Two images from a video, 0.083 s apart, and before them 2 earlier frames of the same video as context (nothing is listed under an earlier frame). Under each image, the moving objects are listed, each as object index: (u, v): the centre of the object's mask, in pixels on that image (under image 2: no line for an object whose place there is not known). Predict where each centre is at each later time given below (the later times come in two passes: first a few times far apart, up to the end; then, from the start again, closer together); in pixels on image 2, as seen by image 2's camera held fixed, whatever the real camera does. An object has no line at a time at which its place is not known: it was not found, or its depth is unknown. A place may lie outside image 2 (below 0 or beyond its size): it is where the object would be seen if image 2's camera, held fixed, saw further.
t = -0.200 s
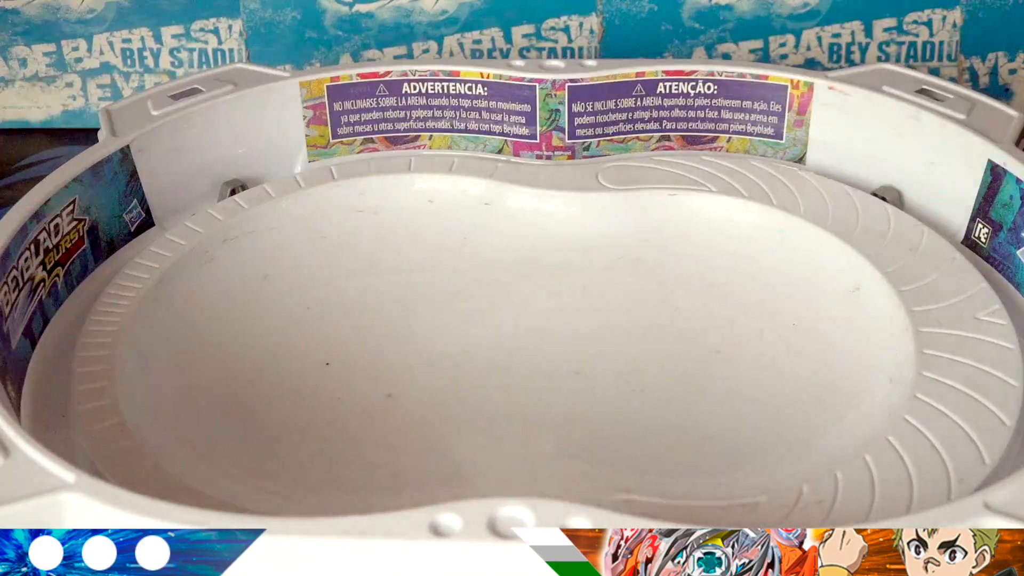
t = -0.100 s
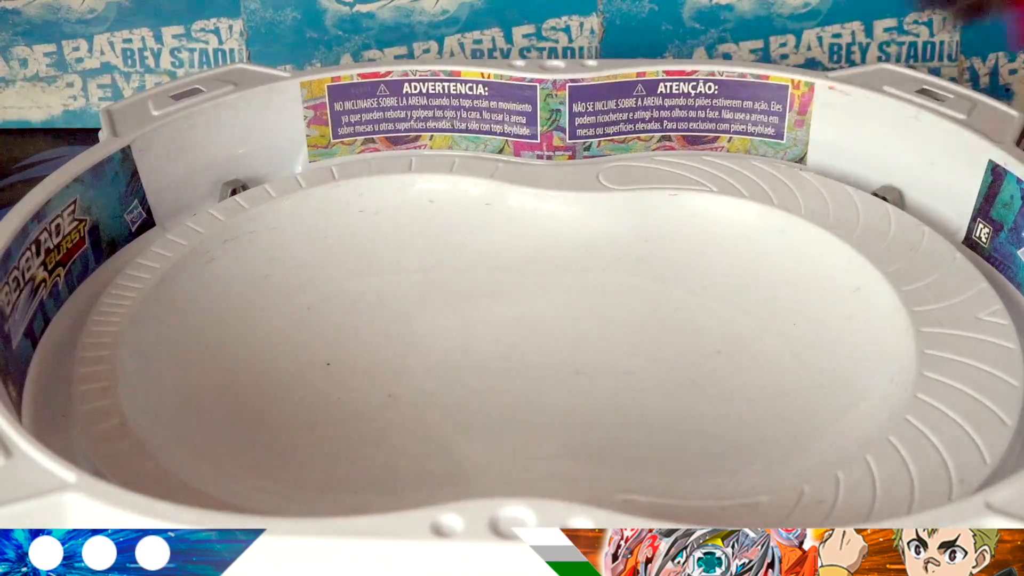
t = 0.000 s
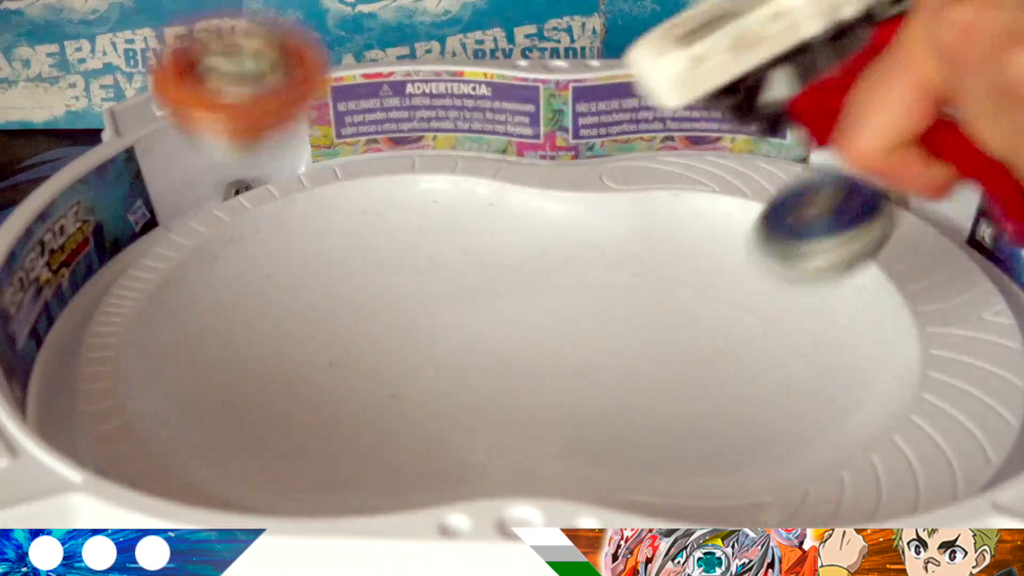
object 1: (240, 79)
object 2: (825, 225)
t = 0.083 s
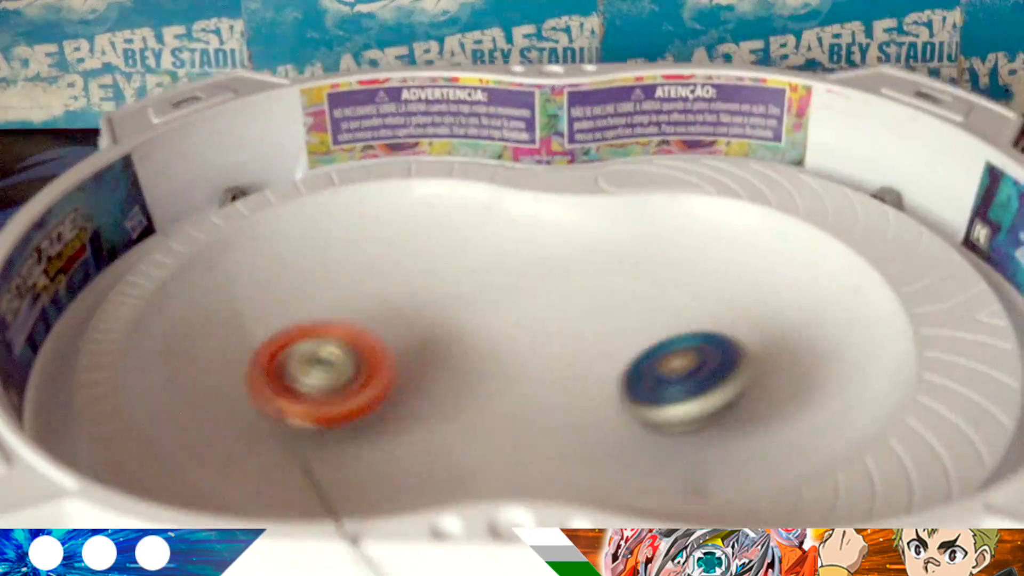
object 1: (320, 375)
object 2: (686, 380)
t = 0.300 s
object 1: (499, 260)
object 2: (606, 432)
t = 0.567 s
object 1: (445, 257)
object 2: (848, 352)
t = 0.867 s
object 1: (251, 400)
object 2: (205, 283)
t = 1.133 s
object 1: (591, 381)
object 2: (272, 476)
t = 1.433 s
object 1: (713, 224)
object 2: (830, 396)
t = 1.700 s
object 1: (383, 395)
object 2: (389, 257)
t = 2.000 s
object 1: (342, 397)
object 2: (333, 477)
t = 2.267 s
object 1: (587, 227)
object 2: (592, 321)
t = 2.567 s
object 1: (741, 306)
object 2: (138, 270)
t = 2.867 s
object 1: (792, 323)
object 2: (726, 379)
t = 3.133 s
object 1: (574, 163)
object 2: (716, 354)
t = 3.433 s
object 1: (195, 357)
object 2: (515, 241)
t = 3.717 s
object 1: (566, 406)
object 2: (171, 407)
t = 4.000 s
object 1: (815, 160)
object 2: (698, 336)
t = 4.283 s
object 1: (655, 143)
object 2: (391, 220)
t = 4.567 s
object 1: (387, 325)
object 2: (379, 446)
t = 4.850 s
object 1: (291, 432)
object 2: (821, 270)
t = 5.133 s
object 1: (500, 335)
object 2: (384, 279)
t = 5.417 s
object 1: (391, 262)
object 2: (367, 460)
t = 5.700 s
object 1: (253, 335)
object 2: (785, 317)
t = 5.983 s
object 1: (460, 375)
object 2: (433, 258)
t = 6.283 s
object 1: (464, 255)
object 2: (295, 436)
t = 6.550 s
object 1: (300, 289)
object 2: (677, 330)
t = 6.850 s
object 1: (444, 346)
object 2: (481, 254)
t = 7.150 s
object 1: (516, 280)
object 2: (298, 379)
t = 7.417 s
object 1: (449, 265)
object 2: (610, 415)
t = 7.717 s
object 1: (353, 312)
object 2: (763, 282)
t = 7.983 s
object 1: (382, 374)
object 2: (513, 302)
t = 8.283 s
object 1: (338, 457)
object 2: (359, 290)
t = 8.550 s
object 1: (483, 371)
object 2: (352, 354)
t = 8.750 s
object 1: (619, 329)
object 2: (419, 308)
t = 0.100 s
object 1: (335, 360)
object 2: (665, 386)
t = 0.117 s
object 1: (352, 350)
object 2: (646, 396)
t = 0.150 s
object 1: (387, 347)
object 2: (618, 412)
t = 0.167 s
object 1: (403, 337)
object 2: (608, 417)
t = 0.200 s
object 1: (433, 316)
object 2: (591, 435)
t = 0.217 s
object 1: (447, 308)
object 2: (591, 436)
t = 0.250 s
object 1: (472, 287)
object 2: (591, 434)
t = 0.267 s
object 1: (483, 277)
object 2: (593, 436)
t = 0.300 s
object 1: (499, 260)
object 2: (606, 432)
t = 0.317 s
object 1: (506, 253)
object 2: (615, 431)
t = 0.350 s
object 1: (514, 242)
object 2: (642, 428)
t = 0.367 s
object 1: (517, 237)
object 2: (657, 428)
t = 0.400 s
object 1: (518, 232)
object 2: (693, 426)
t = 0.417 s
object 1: (517, 230)
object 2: (711, 425)
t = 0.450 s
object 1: (510, 231)
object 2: (752, 422)
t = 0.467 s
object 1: (505, 232)
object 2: (773, 419)
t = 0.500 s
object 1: (491, 237)
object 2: (813, 405)
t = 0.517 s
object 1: (482, 241)
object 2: (831, 394)
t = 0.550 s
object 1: (459, 251)
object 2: (848, 367)
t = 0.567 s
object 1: (445, 257)
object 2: (848, 352)
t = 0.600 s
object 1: (414, 269)
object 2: (829, 323)
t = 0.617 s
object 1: (397, 276)
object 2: (808, 309)
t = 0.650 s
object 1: (364, 287)
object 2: (749, 285)
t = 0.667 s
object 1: (348, 292)
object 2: (715, 275)
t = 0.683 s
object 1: (334, 297)
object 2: (681, 266)
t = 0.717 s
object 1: (309, 308)
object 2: (602, 255)
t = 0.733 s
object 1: (299, 314)
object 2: (563, 255)
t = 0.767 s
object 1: (283, 327)
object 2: (475, 262)
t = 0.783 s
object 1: (279, 335)
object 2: (430, 271)
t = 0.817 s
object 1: (274, 351)
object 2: (331, 279)
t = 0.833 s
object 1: (264, 367)
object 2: (280, 281)
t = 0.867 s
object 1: (251, 400)
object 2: (205, 283)
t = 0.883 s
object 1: (250, 411)
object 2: (182, 279)
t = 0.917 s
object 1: (256, 435)
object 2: (132, 290)
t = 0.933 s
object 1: (268, 443)
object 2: (110, 305)
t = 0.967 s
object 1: (308, 453)
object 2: (69, 345)
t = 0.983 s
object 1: (333, 458)
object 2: (78, 360)
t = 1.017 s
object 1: (389, 451)
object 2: (98, 397)
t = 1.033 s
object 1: (419, 441)
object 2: (107, 416)
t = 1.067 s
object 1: (473, 423)
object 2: (149, 444)
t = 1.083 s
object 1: (503, 414)
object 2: (175, 457)
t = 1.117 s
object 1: (562, 395)
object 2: (239, 471)
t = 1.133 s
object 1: (591, 381)
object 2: (272, 476)
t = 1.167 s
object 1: (645, 353)
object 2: (343, 476)
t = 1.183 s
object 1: (673, 338)
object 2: (379, 473)
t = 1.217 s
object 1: (726, 306)
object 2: (450, 463)
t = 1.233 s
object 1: (748, 288)
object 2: (487, 457)
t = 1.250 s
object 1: (768, 268)
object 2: (521, 453)
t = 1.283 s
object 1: (789, 229)
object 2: (586, 445)
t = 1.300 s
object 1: (787, 215)
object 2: (613, 440)
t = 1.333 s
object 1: (782, 201)
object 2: (671, 436)
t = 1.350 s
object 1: (779, 201)
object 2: (699, 440)
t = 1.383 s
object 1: (758, 208)
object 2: (757, 444)
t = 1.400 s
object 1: (743, 210)
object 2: (786, 429)
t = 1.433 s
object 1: (713, 224)
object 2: (830, 396)
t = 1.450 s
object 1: (697, 232)
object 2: (845, 378)
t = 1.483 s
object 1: (659, 248)
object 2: (853, 338)
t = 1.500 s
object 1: (640, 259)
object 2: (846, 321)
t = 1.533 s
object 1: (600, 283)
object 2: (806, 293)
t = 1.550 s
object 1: (581, 296)
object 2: (776, 278)
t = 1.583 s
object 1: (539, 321)
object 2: (695, 244)
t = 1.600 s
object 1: (517, 334)
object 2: (648, 228)
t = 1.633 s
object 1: (474, 356)
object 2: (565, 217)
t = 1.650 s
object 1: (451, 368)
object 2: (522, 219)
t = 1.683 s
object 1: (404, 387)
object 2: (436, 238)
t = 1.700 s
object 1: (383, 395)
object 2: (389, 257)
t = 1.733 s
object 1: (338, 409)
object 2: (304, 286)
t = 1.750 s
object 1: (318, 407)
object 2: (263, 292)
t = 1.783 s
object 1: (282, 415)
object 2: (185, 307)
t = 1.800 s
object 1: (267, 415)
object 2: (172, 314)
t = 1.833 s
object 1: (248, 414)
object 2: (143, 345)
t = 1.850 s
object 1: (247, 413)
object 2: (128, 361)
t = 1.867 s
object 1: (251, 416)
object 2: (138, 376)
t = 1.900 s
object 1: (281, 410)
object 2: (178, 418)
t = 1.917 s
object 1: (292, 403)
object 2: (202, 439)
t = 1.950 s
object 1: (300, 401)
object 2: (246, 471)
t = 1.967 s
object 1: (311, 403)
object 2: (270, 479)
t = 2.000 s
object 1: (342, 397)
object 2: (333, 477)
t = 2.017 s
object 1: (360, 392)
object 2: (360, 471)
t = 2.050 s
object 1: (397, 380)
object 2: (407, 461)
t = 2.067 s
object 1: (415, 372)
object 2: (427, 453)
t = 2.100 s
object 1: (453, 356)
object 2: (464, 440)
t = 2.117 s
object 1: (470, 352)
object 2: (481, 442)
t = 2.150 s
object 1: (504, 335)
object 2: (514, 431)
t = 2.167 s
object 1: (519, 326)
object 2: (531, 415)
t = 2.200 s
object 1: (546, 298)
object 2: (562, 387)
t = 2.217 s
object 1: (558, 281)
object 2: (574, 373)
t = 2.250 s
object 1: (579, 244)
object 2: (589, 339)
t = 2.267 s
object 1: (587, 227)
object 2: (592, 321)
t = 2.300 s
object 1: (604, 197)
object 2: (577, 296)
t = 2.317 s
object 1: (617, 182)
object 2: (556, 286)
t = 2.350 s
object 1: (643, 167)
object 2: (511, 273)
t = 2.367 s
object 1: (654, 167)
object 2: (486, 267)
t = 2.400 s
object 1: (677, 182)
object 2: (430, 258)
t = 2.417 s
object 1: (687, 191)
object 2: (399, 251)
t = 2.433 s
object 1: (698, 196)
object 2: (366, 243)
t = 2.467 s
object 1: (721, 222)
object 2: (291, 226)
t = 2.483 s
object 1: (731, 241)
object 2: (261, 220)
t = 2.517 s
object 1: (740, 262)
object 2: (206, 225)
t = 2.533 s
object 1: (742, 277)
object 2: (179, 236)
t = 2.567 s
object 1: (741, 306)
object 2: (138, 270)
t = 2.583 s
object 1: (737, 318)
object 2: (129, 294)
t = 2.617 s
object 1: (726, 344)
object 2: (139, 356)
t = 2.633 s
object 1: (719, 355)
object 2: (158, 388)
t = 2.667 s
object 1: (704, 375)
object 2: (238, 447)
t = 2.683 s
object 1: (696, 384)
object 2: (294, 462)
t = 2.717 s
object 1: (681, 395)
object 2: (418, 457)
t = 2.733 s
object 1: (674, 401)
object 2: (481, 435)
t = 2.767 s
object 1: (694, 400)
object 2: (609, 407)
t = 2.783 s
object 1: (667, 451)
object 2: (662, 400)
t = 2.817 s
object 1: (761, 381)
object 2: (689, 373)
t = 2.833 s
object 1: (782, 353)
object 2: (702, 368)
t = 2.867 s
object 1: (792, 323)
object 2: (726, 379)
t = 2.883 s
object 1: (796, 313)
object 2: (740, 394)
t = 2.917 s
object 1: (810, 282)
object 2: (764, 443)
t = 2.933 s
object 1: (811, 268)
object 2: (768, 443)
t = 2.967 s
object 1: (794, 249)
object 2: (769, 404)
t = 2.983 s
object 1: (779, 243)
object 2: (767, 393)
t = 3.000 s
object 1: (763, 239)
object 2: (766, 389)
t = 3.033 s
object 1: (724, 235)
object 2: (756, 359)
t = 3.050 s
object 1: (701, 234)
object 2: (747, 336)
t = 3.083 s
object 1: (649, 205)
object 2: (730, 330)
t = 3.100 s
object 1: (625, 186)
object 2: (727, 339)
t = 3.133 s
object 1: (574, 163)
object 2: (716, 354)
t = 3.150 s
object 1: (549, 160)
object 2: (709, 360)
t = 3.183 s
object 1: (495, 168)
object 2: (694, 365)
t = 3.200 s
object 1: (469, 181)
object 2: (686, 365)
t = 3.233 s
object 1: (416, 225)
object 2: (672, 360)
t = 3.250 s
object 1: (392, 253)
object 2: (664, 354)
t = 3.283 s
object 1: (343, 287)
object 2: (650, 342)
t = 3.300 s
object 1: (321, 293)
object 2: (640, 329)
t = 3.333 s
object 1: (277, 306)
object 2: (620, 308)
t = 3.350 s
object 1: (259, 312)
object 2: (608, 296)
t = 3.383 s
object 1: (226, 328)
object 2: (574, 271)
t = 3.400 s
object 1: (215, 337)
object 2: (557, 260)
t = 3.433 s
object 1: (195, 357)
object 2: (515, 241)
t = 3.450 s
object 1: (193, 367)
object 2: (492, 234)
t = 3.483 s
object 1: (208, 393)
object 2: (443, 220)
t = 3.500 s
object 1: (223, 407)
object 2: (413, 211)
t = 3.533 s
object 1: (262, 428)
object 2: (353, 198)
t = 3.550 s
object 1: (286, 437)
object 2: (320, 198)
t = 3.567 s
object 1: (313, 444)
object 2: (289, 201)
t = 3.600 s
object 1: (373, 446)
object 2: (228, 217)
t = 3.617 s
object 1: (403, 444)
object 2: (201, 233)
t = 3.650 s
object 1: (461, 431)
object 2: (161, 281)
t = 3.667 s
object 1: (487, 424)
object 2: (151, 313)
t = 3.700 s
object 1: (539, 412)
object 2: (157, 379)
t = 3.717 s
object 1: (566, 406)
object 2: (171, 407)
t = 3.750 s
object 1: (616, 392)
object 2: (232, 451)
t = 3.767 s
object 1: (642, 382)
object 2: (282, 460)
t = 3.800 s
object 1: (687, 363)
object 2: (408, 459)
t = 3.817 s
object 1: (710, 352)
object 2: (474, 447)
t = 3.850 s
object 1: (751, 330)
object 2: (589, 421)
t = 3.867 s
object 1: (769, 319)
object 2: (642, 416)
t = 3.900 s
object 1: (796, 298)
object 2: (731, 392)
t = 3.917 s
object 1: (804, 285)
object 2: (763, 373)
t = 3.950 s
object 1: (820, 225)
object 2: (740, 357)
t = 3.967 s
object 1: (819, 197)
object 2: (726, 353)
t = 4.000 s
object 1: (815, 160)
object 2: (698, 336)
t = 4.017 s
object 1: (811, 151)
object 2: (686, 326)
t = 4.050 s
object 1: (803, 144)
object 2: (665, 303)
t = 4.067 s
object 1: (799, 135)
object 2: (653, 291)
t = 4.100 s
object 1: (779, 131)
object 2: (627, 263)
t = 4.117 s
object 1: (769, 130)
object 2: (612, 252)
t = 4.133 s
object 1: (759, 131)
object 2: (595, 241)
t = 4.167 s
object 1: (737, 133)
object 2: (558, 224)
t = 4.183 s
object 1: (725, 134)
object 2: (538, 217)
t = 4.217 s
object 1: (701, 136)
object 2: (493, 218)
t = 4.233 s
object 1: (690, 139)
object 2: (467, 220)
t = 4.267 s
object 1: (667, 141)
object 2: (417, 221)
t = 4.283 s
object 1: (655, 143)
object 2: (391, 220)
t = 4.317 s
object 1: (633, 149)
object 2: (332, 222)
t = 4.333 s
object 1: (622, 153)
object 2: (305, 224)
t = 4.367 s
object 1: (596, 175)
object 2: (251, 241)
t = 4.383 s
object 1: (583, 189)
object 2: (233, 255)
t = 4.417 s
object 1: (553, 205)
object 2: (210, 296)
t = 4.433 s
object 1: (537, 219)
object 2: (207, 317)
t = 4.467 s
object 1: (506, 255)
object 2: (217, 367)
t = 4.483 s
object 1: (488, 266)
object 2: (232, 387)
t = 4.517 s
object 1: (449, 291)
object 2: (277, 422)
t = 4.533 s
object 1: (428, 303)
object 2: (308, 434)
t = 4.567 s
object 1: (387, 325)
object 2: (379, 446)
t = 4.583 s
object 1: (366, 333)
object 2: (416, 444)
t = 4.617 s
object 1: (328, 351)
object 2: (491, 431)
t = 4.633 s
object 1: (310, 361)
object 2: (525, 422)
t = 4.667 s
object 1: (281, 377)
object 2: (596, 414)
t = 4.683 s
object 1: (270, 384)
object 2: (634, 409)
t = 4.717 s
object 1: (255, 395)
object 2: (706, 396)
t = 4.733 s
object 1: (251, 402)
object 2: (738, 386)
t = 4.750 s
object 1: (250, 406)
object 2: (769, 373)
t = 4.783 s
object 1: (255, 417)
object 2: (809, 343)
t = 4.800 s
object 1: (261, 420)
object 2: (826, 325)
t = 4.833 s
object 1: (279, 428)
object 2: (831, 287)
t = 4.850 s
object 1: (291, 432)
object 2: (821, 270)
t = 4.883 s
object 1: (319, 435)
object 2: (792, 250)
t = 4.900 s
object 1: (326, 433)
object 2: (782, 247)
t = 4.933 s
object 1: (358, 431)
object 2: (732, 231)
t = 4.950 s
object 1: (376, 427)
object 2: (703, 224)
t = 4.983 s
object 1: (408, 416)
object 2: (643, 216)
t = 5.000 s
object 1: (421, 407)
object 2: (616, 218)
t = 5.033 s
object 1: (447, 392)
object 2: (560, 233)
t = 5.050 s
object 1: (458, 383)
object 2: (530, 242)
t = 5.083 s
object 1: (479, 364)
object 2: (471, 258)
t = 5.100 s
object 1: (487, 354)
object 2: (441, 267)
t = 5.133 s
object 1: (500, 335)
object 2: (384, 279)
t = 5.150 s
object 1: (505, 327)
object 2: (355, 285)
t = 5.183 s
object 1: (510, 308)
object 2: (310, 299)
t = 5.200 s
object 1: (511, 300)
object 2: (291, 308)
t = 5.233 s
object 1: (508, 285)
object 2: (260, 331)
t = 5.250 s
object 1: (504, 280)
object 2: (250, 343)
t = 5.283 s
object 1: (493, 271)
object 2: (238, 370)
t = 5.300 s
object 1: (483, 268)
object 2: (238, 384)
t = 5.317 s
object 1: (474, 266)
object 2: (242, 400)
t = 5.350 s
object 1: (450, 263)
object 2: (264, 430)
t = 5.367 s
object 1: (436, 262)
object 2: (283, 441)
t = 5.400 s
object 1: (406, 261)
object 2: (335, 458)
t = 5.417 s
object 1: (391, 262)
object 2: (367, 460)
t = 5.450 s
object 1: (362, 260)
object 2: (438, 452)
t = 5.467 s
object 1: (348, 260)
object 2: (471, 442)
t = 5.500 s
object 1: (320, 263)
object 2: (539, 433)
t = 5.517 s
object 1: (309, 266)
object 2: (571, 426)
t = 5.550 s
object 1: (288, 271)
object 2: (634, 414)
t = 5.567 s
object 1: (279, 276)
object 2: (664, 407)
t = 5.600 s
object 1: (264, 287)
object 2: (719, 392)
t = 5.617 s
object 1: (259, 292)
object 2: (740, 381)
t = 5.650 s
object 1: (252, 308)
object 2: (772, 358)
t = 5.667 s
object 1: (251, 317)
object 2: (780, 345)
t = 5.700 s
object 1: (253, 335)
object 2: (785, 317)
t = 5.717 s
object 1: (257, 345)
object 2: (779, 305)
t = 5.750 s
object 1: (271, 365)
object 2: (760, 280)
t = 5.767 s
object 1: (282, 375)
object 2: (746, 269)
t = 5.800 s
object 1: (309, 391)
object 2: (707, 252)
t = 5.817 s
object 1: (324, 397)
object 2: (687, 245)
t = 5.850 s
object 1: (357, 404)
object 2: (643, 237)
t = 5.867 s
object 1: (373, 404)
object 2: (621, 236)
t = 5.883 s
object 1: (389, 404)
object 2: (595, 237)
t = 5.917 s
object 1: (417, 397)
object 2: (543, 243)
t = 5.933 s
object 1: (429, 392)
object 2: (516, 246)
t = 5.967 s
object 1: (451, 381)
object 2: (460, 255)
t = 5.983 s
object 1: (460, 375)
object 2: (433, 258)
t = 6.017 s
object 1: (479, 359)
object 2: (379, 261)
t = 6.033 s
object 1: (487, 351)
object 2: (354, 263)
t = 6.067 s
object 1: (500, 333)
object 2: (309, 270)
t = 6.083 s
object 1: (504, 325)
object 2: (288, 277)
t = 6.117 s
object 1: (509, 308)
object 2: (255, 295)
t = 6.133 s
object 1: (509, 300)
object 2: (243, 306)
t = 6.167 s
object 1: (506, 285)
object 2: (227, 334)
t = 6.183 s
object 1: (503, 279)
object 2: (222, 350)
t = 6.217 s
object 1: (494, 268)
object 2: (228, 384)
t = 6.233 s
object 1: (488, 264)
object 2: (238, 398)
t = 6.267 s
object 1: (473, 258)
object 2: (272, 427)
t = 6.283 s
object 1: (464, 255)
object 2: (295, 436)
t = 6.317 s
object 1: (445, 252)
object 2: (353, 447)
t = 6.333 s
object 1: (435, 250)
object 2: (384, 447)
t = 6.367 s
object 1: (412, 247)
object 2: (445, 433)
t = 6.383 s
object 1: (400, 246)
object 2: (475, 424)
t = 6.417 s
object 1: (375, 247)
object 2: (525, 407)
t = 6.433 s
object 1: (362, 249)
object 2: (553, 399)
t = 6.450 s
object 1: (351, 251)
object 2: (578, 391)
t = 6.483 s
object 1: (328, 260)
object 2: (623, 373)
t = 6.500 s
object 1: (318, 266)
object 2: (641, 363)
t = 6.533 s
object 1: (304, 280)
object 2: (668, 341)
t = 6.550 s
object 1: (300, 289)
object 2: (677, 330)
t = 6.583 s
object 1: (298, 306)
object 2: (688, 310)
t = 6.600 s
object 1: (300, 315)
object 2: (690, 301)
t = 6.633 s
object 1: (310, 330)
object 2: (686, 284)
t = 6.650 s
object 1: (318, 337)
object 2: (680, 277)
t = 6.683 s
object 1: (337, 348)
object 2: (663, 265)
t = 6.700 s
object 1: (347, 352)
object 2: (651, 261)
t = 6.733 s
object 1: (370, 358)
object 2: (623, 254)
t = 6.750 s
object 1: (382, 360)
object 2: (606, 252)
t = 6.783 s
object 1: (404, 359)
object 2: (567, 251)
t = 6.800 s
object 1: (415, 357)
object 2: (545, 251)
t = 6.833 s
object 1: (435, 351)
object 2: (503, 253)
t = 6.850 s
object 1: (444, 346)
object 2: (481, 254)
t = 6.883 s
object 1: (462, 337)
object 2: (437, 253)
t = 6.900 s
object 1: (470, 334)
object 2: (417, 254)
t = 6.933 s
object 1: (486, 324)
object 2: (376, 256)
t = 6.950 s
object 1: (493, 318)
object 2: (357, 259)
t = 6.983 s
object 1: (506, 307)
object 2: (326, 269)
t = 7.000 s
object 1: (511, 302)
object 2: (312, 276)
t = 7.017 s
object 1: (515, 297)
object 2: (299, 285)
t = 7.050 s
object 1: (520, 288)
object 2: (282, 307)
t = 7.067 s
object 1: (522, 285)
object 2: (278, 320)
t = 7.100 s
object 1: (522, 281)
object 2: (276, 345)
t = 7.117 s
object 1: (521, 280)
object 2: (281, 357)
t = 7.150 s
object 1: (516, 280)
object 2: (298, 379)
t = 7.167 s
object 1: (513, 282)
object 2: (310, 389)
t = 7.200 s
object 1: (504, 286)
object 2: (343, 403)
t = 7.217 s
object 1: (499, 289)
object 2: (363, 407)
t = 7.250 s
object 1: (488, 296)
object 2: (405, 405)
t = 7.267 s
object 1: (483, 300)
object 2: (424, 401)
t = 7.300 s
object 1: (474, 303)
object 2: (465, 394)
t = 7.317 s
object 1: (472, 298)
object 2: (482, 400)
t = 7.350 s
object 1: (467, 283)
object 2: (519, 405)
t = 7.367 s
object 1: (463, 277)
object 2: (540, 409)
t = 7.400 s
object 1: (455, 268)
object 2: (585, 413)
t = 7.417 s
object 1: (449, 265)
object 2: (610, 415)
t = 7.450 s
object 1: (437, 260)
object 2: (664, 418)
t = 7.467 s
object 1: (429, 258)
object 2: (691, 419)
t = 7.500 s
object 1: (411, 255)
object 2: (741, 415)
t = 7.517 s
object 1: (402, 254)
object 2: (762, 409)
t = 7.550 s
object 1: (384, 256)
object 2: (797, 392)
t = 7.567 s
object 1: (376, 258)
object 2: (811, 381)
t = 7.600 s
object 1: (363, 266)
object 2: (824, 357)
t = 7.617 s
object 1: (358, 271)
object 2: (825, 344)
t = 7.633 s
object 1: (355, 277)
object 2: (822, 332)
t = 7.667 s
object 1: (350, 291)
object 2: (804, 309)
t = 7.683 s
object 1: (350, 298)
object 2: (792, 299)
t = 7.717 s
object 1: (353, 312)
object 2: (763, 282)
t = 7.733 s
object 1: (356, 319)
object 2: (746, 275)
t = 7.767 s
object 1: (365, 330)
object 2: (708, 268)
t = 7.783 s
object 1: (372, 335)
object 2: (689, 267)
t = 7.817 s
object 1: (386, 342)
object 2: (653, 268)
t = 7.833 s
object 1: (392, 344)
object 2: (634, 271)
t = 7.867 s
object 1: (406, 347)
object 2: (596, 281)
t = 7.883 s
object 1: (413, 347)
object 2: (577, 286)
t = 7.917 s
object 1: (429, 347)
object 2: (538, 298)
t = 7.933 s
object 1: (420, 349)
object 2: (531, 298)
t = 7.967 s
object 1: (393, 368)
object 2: (520, 299)
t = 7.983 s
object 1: (382, 374)
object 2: (513, 302)
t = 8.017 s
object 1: (362, 384)
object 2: (491, 305)
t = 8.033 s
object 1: (354, 389)
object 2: (479, 308)
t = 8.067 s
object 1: (343, 396)
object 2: (449, 314)
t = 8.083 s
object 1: (340, 398)
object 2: (432, 315)
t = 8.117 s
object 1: (337, 403)
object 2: (403, 319)
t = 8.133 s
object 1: (338, 404)
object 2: (391, 321)
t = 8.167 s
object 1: (338, 412)
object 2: (371, 327)
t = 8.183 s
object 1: (333, 423)
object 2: (371, 323)
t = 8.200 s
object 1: (329, 434)
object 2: (372, 314)
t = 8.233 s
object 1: (326, 449)
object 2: (371, 301)
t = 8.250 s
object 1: (328, 454)
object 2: (368, 296)
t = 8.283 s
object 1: (338, 457)
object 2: (359, 290)
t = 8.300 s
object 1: (346, 457)
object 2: (352, 288)
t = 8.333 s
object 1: (369, 455)
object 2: (338, 288)
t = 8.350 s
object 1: (380, 451)
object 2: (332, 291)
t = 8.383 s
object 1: (403, 443)
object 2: (319, 298)
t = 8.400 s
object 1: (414, 436)
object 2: (315, 303)
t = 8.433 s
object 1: (435, 422)
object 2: (312, 317)
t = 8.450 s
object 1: (443, 416)
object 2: (312, 325)
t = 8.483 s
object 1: (455, 401)
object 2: (320, 339)
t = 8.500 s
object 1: (461, 393)
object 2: (329, 345)
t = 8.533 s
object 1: (470, 381)
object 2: (348, 354)
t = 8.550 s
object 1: (483, 371)
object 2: (352, 354)
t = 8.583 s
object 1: (519, 365)
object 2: (355, 349)
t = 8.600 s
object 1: (535, 361)
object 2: (360, 347)
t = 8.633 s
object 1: (563, 353)
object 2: (373, 342)
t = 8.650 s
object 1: (574, 349)
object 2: (381, 339)
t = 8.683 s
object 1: (594, 340)
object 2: (398, 331)
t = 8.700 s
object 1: (603, 337)
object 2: (405, 327)
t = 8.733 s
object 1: (615, 331)
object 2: (416, 314)
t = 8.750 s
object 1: (619, 329)
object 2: (419, 308)
